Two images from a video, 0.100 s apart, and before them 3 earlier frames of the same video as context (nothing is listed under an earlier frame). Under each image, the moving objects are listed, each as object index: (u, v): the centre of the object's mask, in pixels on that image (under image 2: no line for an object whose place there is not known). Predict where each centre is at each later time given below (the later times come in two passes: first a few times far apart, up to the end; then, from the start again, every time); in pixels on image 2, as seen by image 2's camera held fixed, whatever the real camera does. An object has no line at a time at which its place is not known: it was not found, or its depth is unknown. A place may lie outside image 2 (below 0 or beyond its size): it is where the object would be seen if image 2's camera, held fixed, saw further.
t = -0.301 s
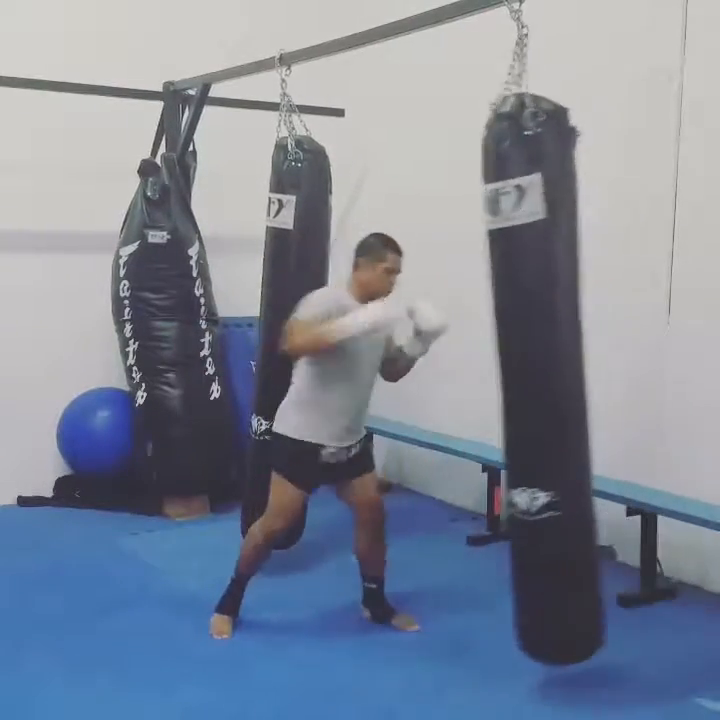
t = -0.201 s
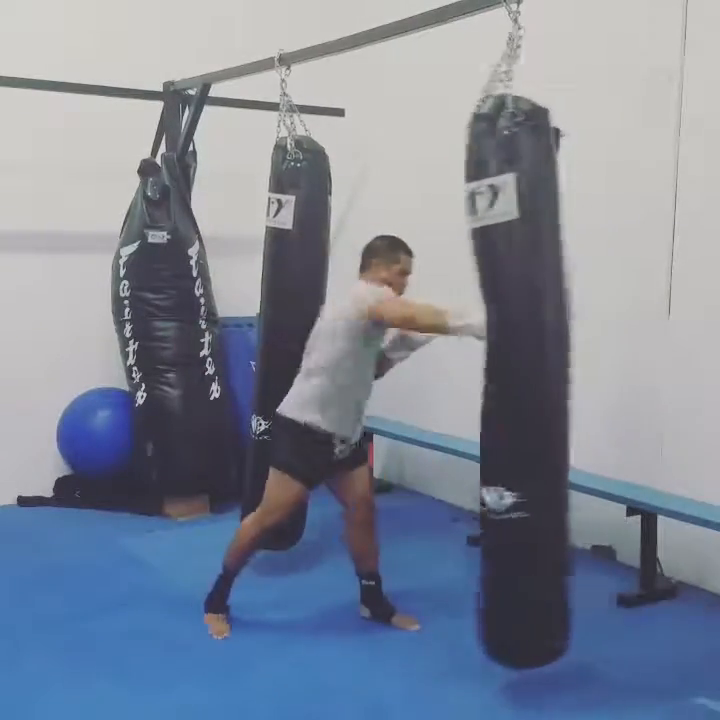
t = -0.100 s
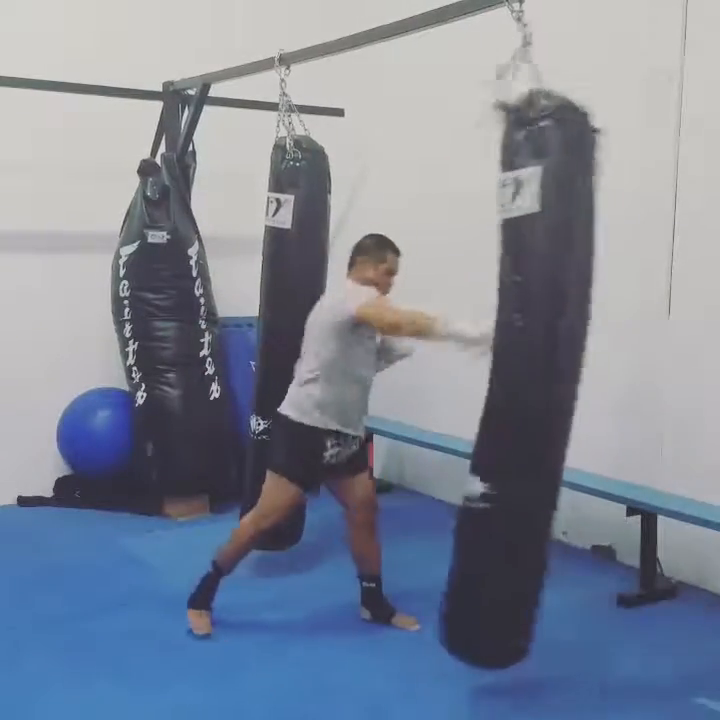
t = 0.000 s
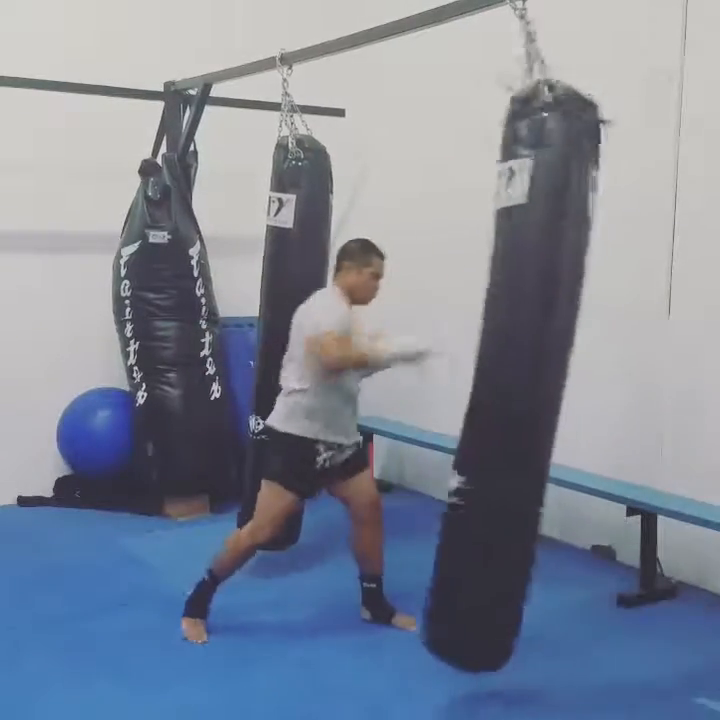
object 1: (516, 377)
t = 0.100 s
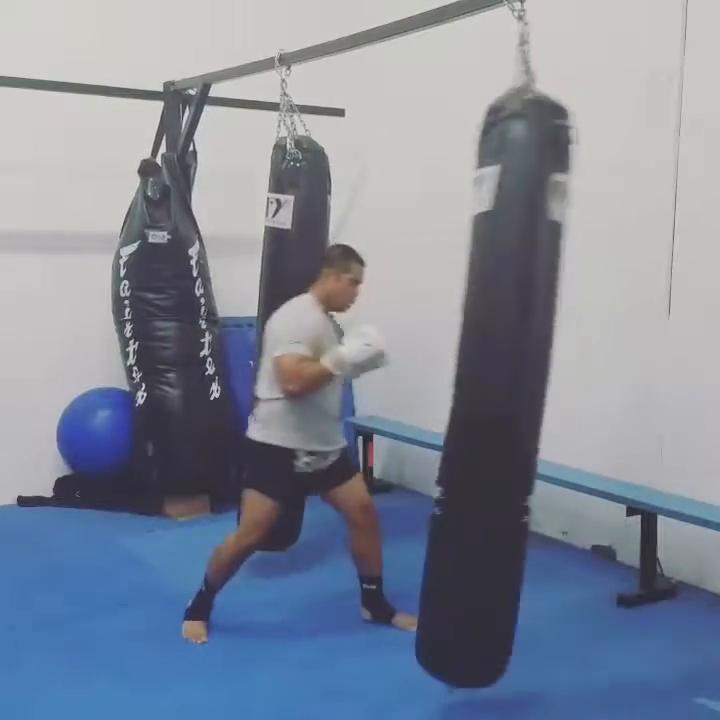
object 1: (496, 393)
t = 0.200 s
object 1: (481, 402)
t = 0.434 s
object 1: (462, 399)
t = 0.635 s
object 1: (457, 380)
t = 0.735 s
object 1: (461, 380)
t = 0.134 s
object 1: (491, 398)
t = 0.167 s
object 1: (486, 400)
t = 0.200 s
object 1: (481, 402)
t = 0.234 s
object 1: (477, 403)
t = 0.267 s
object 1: (473, 403)
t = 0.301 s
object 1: (469, 403)
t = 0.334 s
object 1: (466, 403)
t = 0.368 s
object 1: (463, 404)
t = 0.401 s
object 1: (462, 403)
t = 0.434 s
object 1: (462, 399)
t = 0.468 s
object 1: (462, 394)
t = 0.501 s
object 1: (462, 389)
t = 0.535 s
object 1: (461, 385)
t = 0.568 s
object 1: (460, 382)
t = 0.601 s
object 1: (458, 381)
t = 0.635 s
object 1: (457, 380)
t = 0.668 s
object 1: (457, 380)
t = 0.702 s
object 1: (458, 380)
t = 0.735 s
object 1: (461, 380)
